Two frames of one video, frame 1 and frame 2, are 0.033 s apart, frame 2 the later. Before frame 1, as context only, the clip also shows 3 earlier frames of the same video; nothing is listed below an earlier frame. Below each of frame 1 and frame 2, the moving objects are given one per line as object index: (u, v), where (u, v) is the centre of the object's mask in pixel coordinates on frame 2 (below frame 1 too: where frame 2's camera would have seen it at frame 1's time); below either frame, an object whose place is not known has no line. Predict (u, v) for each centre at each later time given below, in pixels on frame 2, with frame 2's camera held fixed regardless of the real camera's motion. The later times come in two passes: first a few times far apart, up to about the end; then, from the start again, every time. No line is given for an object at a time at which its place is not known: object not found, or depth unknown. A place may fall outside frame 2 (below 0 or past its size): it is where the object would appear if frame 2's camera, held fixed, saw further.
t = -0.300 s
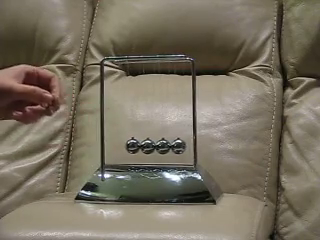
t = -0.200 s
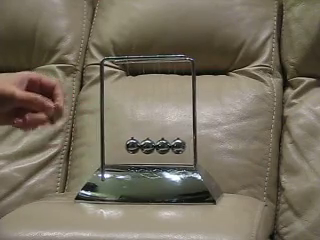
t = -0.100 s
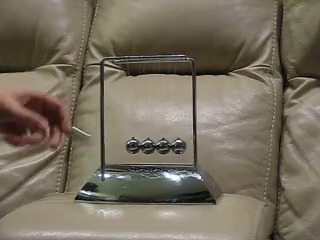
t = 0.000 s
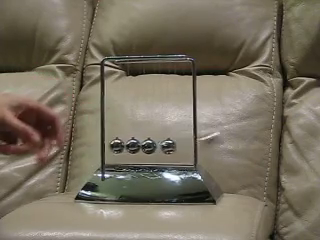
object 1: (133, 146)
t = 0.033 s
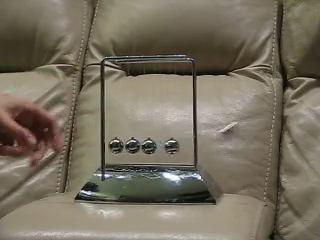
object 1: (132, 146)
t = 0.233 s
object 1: (133, 145)
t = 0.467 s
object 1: (122, 145)
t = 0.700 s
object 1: (132, 145)
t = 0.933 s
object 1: (135, 145)
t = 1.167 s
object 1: (123, 144)
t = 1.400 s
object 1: (131, 145)
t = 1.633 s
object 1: (136, 145)
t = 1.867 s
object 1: (124, 145)
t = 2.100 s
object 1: (131, 146)
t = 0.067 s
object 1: (132, 145)
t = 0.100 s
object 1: (132, 145)
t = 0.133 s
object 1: (132, 145)
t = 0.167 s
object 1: (132, 145)
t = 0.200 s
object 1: (133, 145)
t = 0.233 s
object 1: (133, 145)
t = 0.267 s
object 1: (134, 145)
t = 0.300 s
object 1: (134, 145)
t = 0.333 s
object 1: (130, 145)
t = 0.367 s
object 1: (127, 145)
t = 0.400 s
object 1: (124, 145)
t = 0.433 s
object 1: (123, 145)
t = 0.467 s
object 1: (122, 145)
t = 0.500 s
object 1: (122, 145)
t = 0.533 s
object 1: (124, 145)
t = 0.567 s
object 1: (126, 145)
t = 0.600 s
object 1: (129, 145)
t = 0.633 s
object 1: (131, 145)
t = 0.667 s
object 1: (131, 145)
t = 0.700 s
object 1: (132, 145)
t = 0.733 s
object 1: (132, 145)
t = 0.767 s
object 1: (132, 146)
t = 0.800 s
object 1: (133, 145)
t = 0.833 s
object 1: (133, 145)
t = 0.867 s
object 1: (134, 145)
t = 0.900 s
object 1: (134, 145)
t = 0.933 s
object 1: (135, 145)
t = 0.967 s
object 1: (135, 145)
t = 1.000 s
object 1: (135, 145)
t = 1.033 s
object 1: (130, 144)
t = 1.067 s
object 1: (126, 145)
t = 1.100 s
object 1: (124, 145)
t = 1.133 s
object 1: (123, 145)
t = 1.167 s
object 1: (123, 144)
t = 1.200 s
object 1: (124, 145)
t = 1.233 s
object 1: (125, 145)
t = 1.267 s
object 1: (128, 145)
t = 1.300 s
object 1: (130, 145)
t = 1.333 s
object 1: (130, 145)
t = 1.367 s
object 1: (130, 145)
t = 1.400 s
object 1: (131, 145)
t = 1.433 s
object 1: (132, 146)
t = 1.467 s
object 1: (132, 146)
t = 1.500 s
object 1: (133, 145)
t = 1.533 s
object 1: (134, 145)
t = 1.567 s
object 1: (135, 145)
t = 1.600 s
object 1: (136, 145)
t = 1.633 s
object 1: (136, 145)
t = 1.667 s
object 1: (136, 146)
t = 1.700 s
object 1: (135, 146)
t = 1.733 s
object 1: (133, 146)
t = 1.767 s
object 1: (125, 145)
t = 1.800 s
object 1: (124, 145)
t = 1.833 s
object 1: (123, 145)
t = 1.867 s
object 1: (124, 145)
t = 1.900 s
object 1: (125, 145)
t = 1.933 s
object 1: (127, 145)
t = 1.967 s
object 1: (129, 145)
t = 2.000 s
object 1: (129, 146)
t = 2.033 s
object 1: (129, 146)
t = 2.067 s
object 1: (130, 146)
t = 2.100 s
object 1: (131, 146)
